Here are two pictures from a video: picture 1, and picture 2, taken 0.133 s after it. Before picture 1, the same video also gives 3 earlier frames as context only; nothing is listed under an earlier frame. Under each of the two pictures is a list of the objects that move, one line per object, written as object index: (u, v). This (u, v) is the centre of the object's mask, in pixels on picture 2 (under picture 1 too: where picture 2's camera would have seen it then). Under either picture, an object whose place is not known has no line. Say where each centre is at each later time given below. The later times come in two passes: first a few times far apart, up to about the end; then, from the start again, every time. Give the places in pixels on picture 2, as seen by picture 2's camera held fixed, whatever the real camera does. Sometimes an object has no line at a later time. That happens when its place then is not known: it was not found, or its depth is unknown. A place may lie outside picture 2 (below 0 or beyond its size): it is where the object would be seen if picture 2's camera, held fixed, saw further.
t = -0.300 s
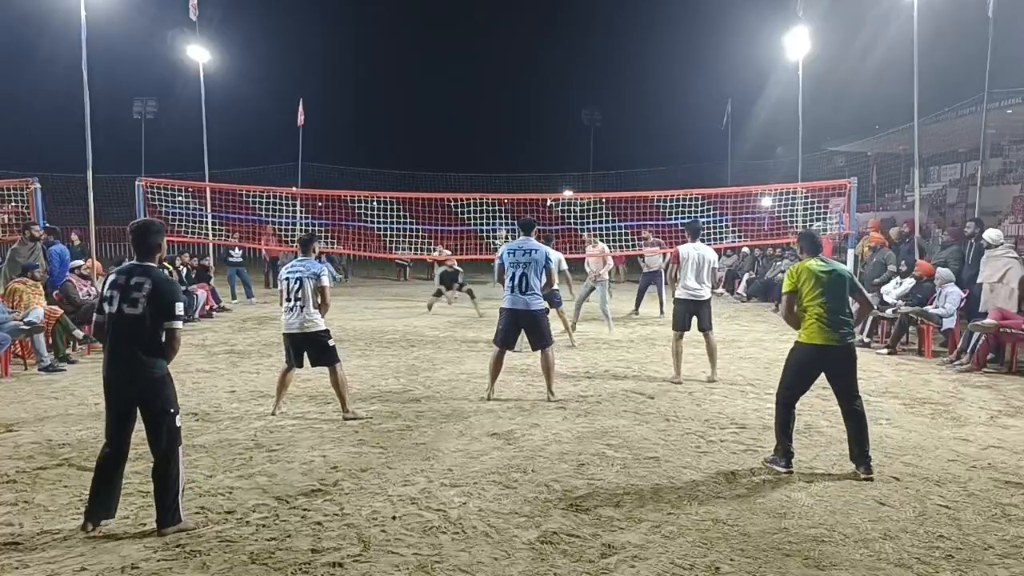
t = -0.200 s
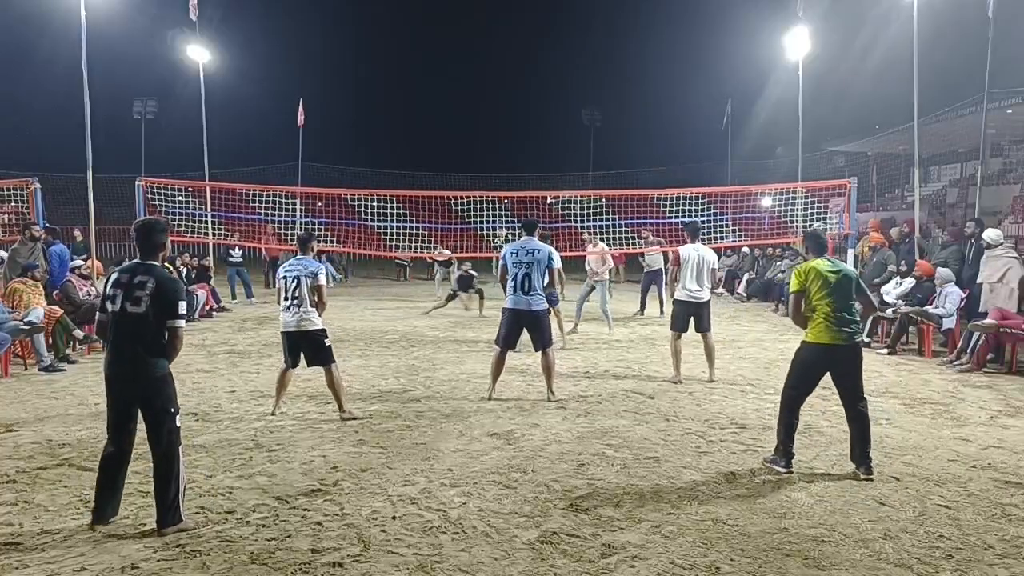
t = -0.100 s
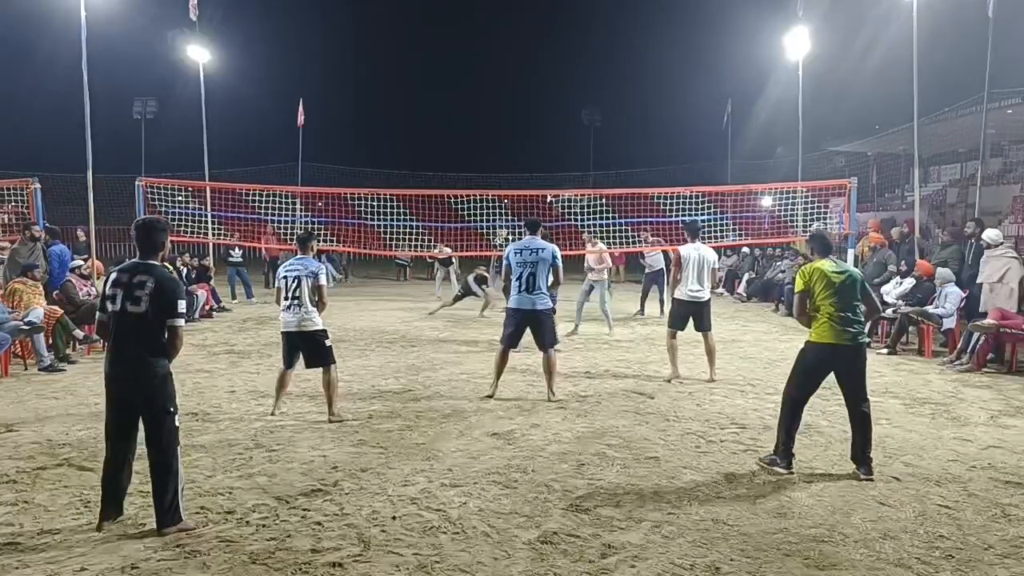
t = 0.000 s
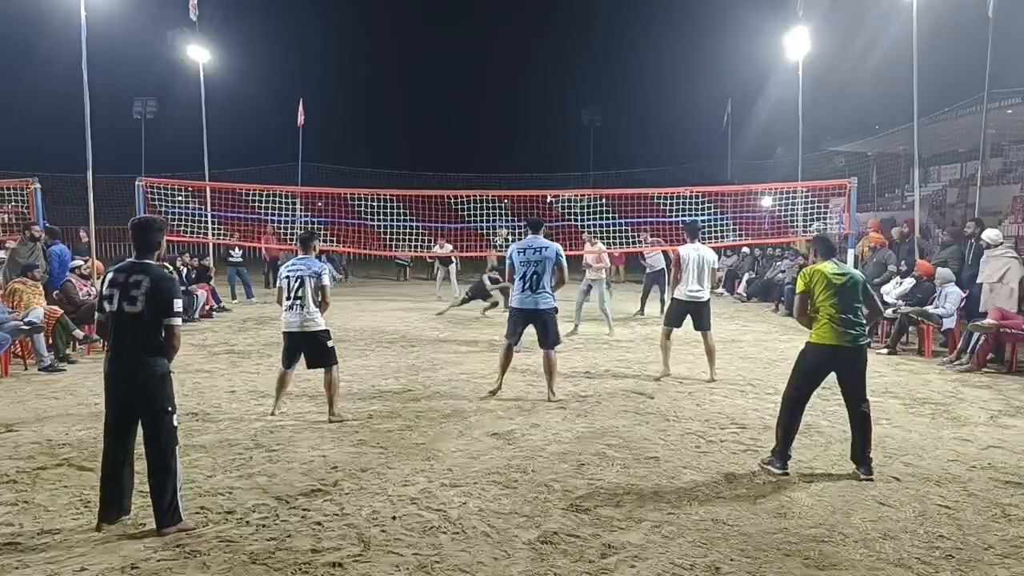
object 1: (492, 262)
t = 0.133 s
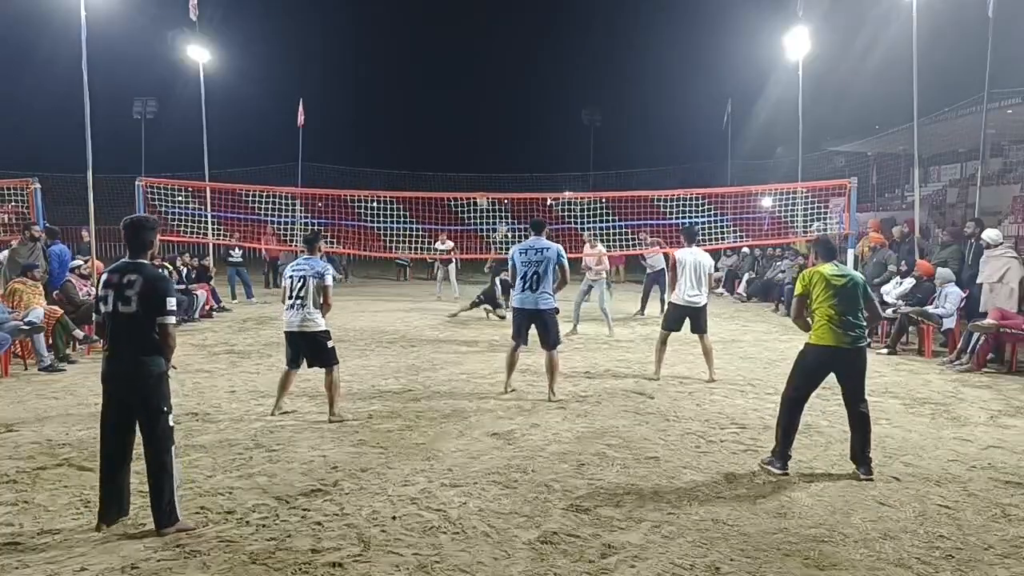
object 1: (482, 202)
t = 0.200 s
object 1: (476, 175)
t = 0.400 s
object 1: (458, 108)
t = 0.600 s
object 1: (436, 63)
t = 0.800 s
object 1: (413, 39)
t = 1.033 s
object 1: (381, 47)
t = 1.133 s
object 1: (367, 63)
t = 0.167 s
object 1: (478, 186)
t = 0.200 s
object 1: (476, 175)
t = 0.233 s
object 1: (473, 163)
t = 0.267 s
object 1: (470, 151)
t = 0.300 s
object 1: (467, 139)
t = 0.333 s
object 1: (464, 129)
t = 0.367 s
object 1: (461, 119)
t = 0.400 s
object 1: (458, 108)
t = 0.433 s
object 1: (454, 100)
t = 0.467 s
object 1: (451, 91)
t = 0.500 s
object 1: (447, 83)
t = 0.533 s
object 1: (444, 75)
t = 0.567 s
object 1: (440, 69)
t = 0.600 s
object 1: (436, 63)
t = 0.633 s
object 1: (433, 57)
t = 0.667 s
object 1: (429, 52)
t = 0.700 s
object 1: (425, 47)
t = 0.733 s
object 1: (420, 44)
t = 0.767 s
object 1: (417, 41)
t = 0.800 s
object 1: (413, 39)
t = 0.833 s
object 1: (408, 37)
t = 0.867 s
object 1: (404, 37)
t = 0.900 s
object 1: (399, 37)
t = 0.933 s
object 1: (395, 38)
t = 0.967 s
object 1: (391, 40)
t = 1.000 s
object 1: (386, 43)
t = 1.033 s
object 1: (381, 47)
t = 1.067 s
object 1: (377, 52)
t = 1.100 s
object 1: (372, 57)
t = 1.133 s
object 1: (367, 63)
